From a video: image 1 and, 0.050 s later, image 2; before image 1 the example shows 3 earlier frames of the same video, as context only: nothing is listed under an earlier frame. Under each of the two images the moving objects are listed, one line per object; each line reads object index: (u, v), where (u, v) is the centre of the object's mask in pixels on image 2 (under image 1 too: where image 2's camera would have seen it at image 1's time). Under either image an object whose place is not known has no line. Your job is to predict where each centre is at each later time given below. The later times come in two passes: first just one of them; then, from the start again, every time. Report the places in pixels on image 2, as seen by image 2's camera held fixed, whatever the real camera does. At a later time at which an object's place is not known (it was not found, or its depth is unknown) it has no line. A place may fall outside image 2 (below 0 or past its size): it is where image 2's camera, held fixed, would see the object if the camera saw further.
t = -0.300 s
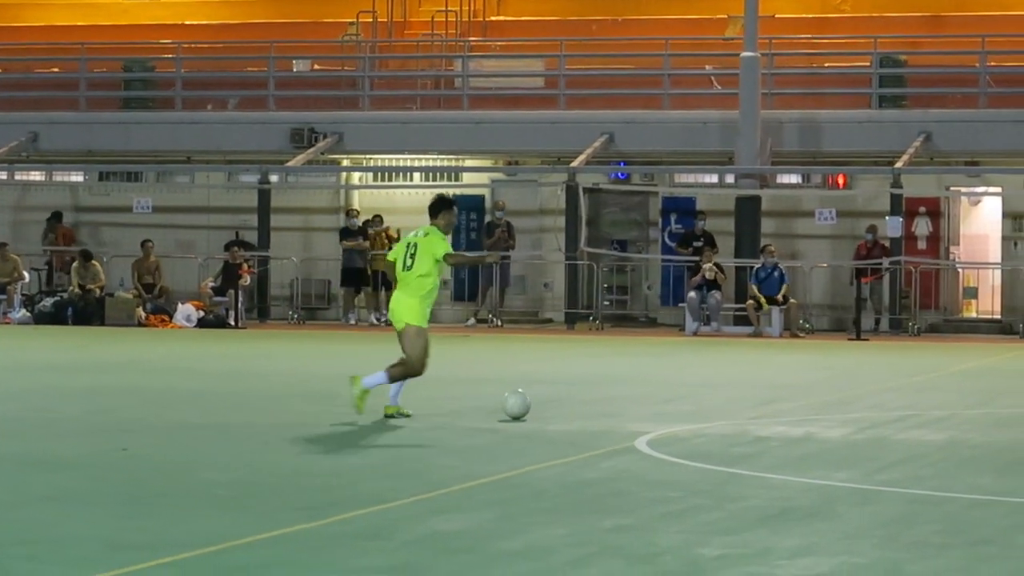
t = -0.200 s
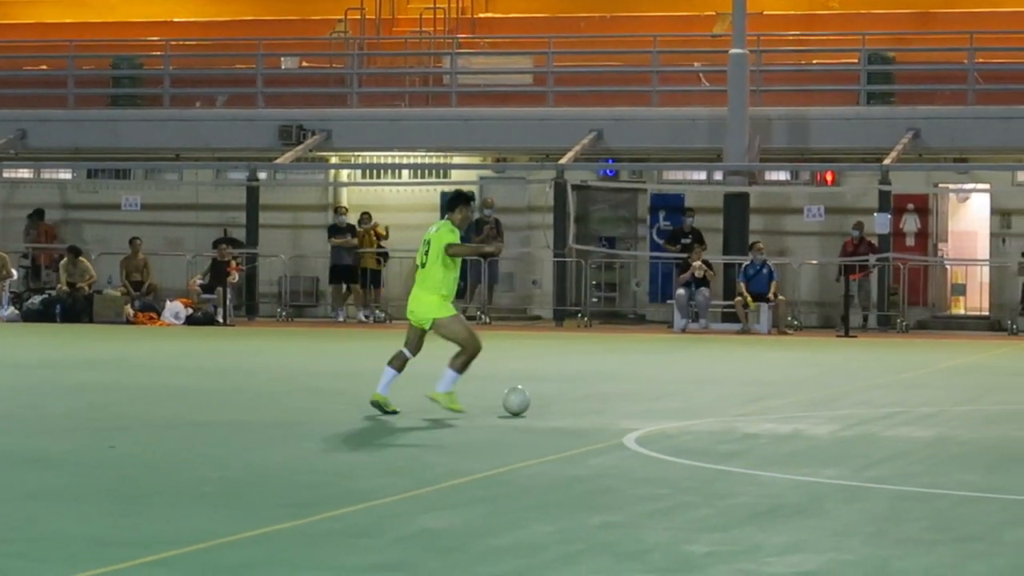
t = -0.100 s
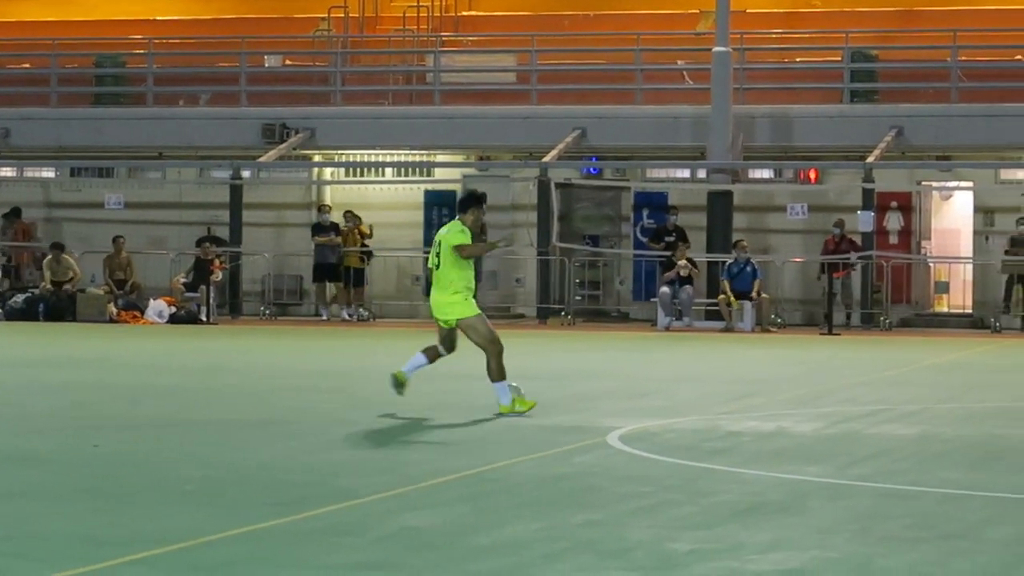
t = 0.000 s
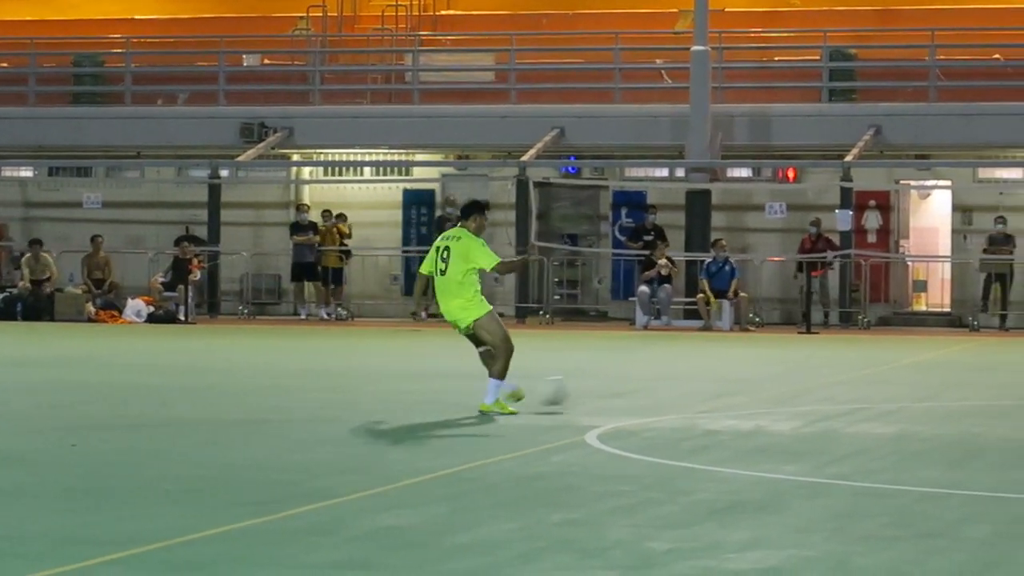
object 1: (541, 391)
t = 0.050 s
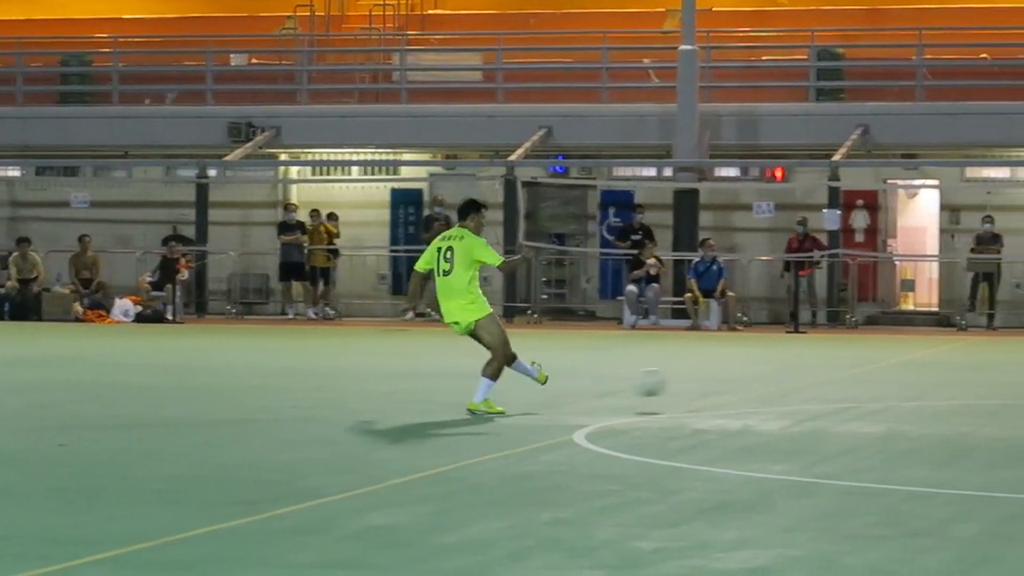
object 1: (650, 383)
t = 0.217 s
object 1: (1000, 380)
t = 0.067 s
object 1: (686, 380)
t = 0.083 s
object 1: (720, 379)
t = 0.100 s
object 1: (758, 378)
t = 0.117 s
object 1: (792, 377)
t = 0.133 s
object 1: (828, 377)
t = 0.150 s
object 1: (862, 377)
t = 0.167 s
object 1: (897, 377)
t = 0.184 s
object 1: (932, 378)
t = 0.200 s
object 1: (967, 379)
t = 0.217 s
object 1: (1000, 380)
